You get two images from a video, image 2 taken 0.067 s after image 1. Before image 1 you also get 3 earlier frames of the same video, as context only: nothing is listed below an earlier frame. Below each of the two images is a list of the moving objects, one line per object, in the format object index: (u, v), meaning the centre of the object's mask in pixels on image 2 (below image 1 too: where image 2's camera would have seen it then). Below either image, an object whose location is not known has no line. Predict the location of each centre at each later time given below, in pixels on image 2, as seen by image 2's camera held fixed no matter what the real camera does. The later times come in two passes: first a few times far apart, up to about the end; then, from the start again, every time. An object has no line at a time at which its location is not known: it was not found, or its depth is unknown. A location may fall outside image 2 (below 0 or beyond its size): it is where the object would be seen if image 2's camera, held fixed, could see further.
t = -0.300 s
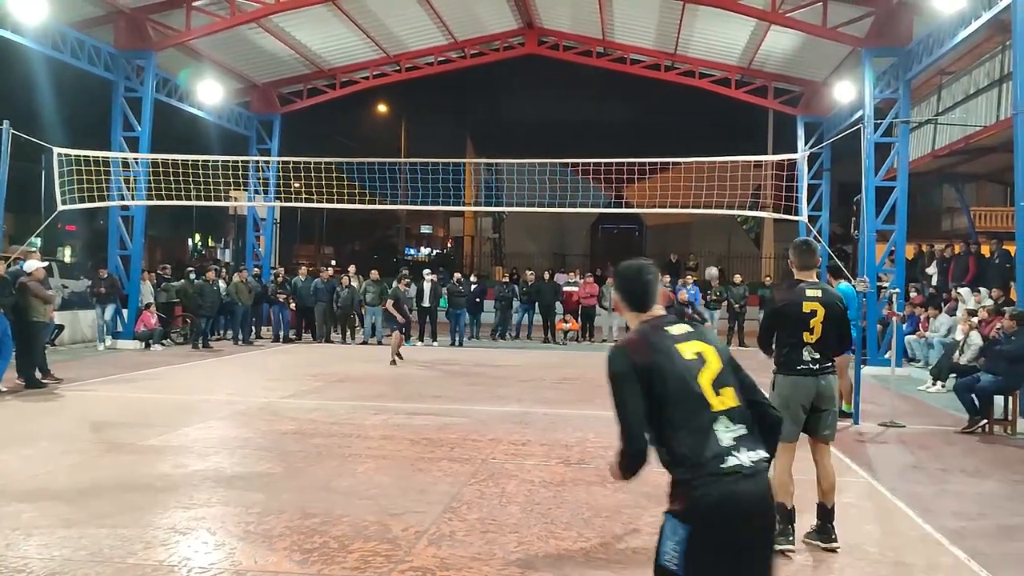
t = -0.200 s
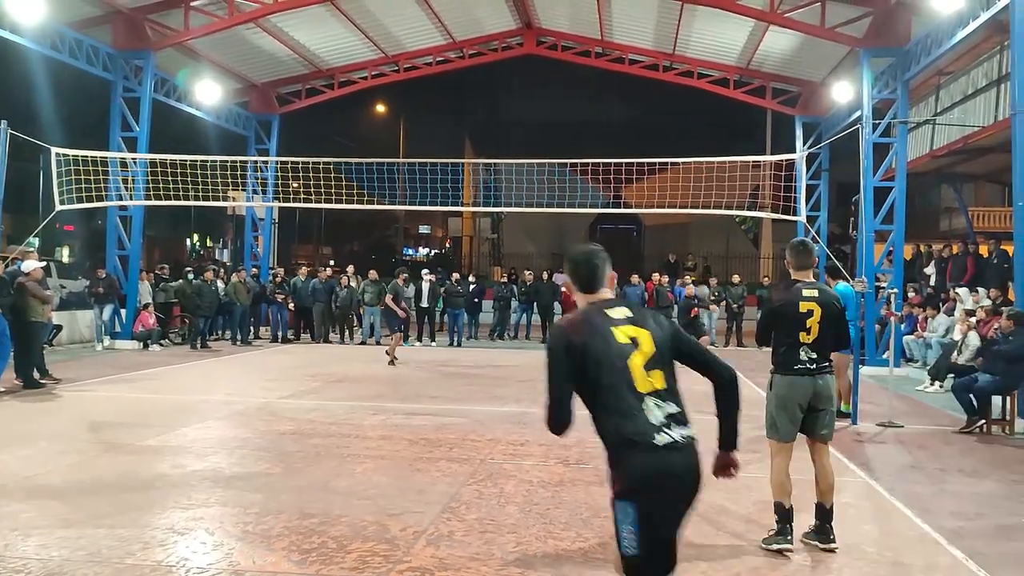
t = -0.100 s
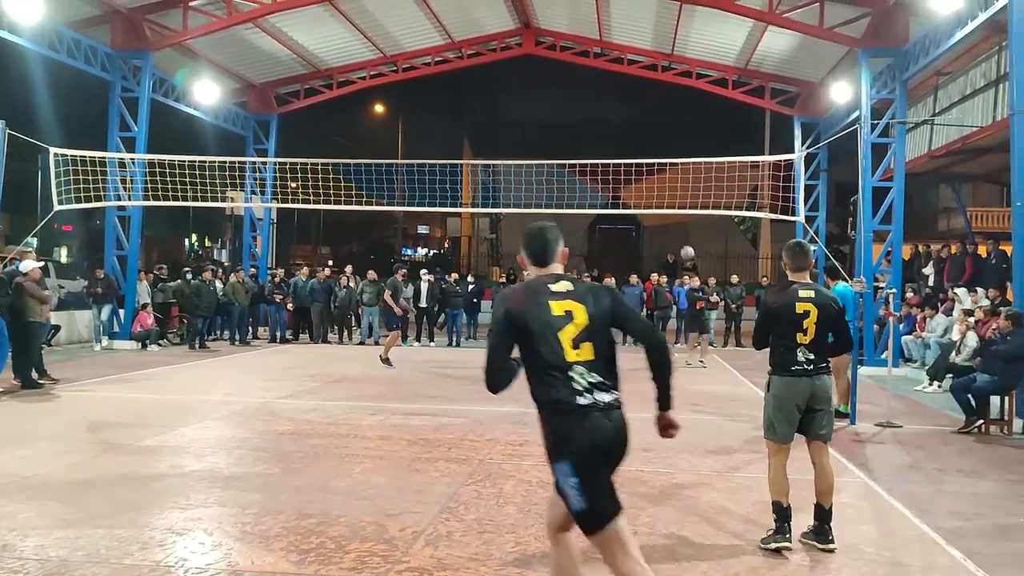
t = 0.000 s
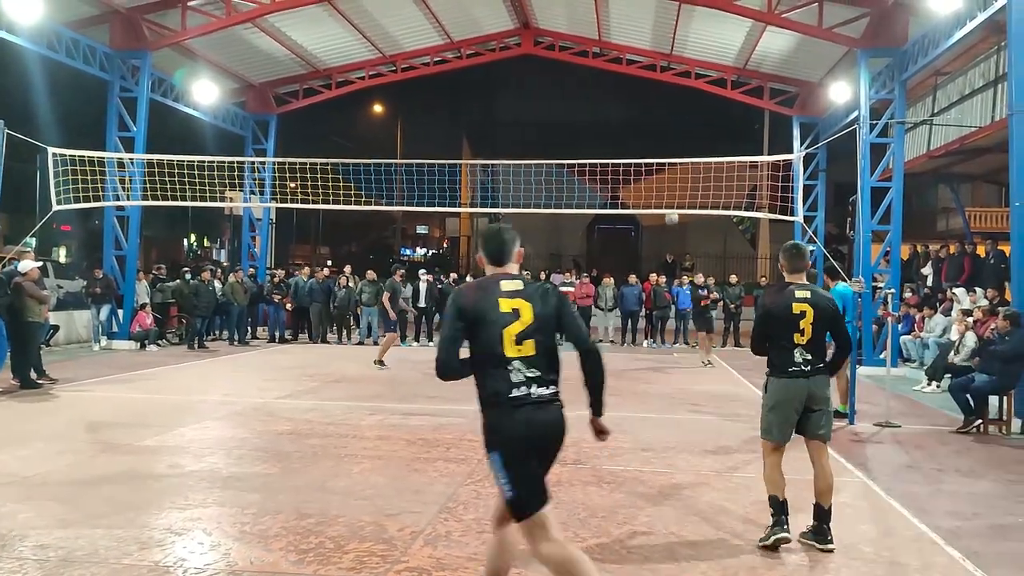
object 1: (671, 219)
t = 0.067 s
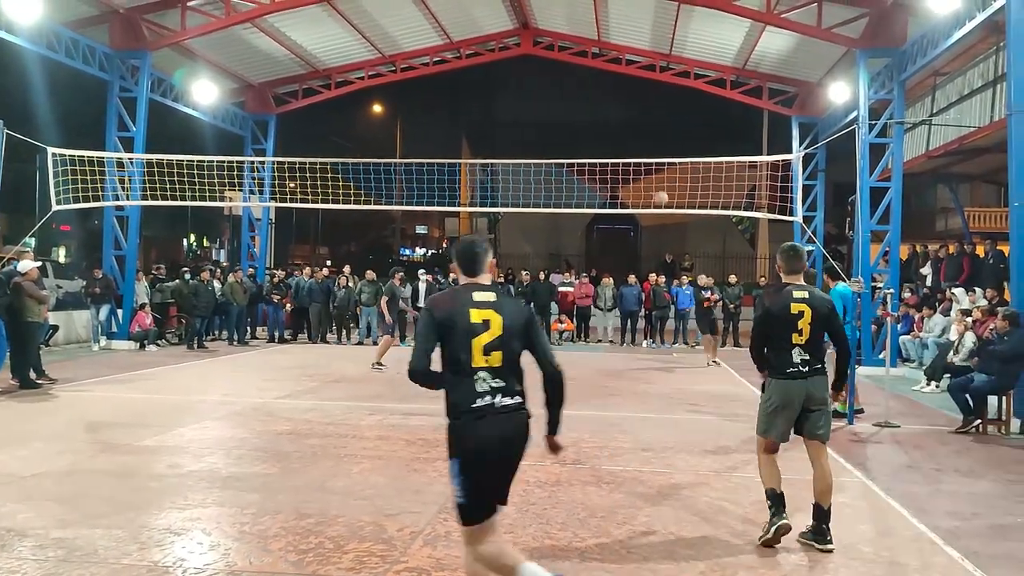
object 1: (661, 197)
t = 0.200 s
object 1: (639, 164)
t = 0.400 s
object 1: (606, 131)
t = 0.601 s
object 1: (570, 121)
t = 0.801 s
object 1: (531, 136)
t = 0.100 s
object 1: (656, 188)
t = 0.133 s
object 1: (650, 179)
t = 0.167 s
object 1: (645, 170)
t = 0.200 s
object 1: (639, 164)
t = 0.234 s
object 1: (634, 155)
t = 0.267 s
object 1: (629, 150)
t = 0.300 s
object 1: (623, 144)
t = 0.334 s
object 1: (617, 139)
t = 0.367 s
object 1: (612, 135)
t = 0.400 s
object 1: (606, 131)
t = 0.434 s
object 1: (600, 127)
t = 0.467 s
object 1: (594, 125)
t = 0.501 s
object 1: (588, 123)
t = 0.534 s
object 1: (582, 122)
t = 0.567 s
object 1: (576, 121)
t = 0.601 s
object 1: (570, 121)
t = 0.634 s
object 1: (563, 122)
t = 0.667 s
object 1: (557, 123)
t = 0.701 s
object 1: (551, 125)
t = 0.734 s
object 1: (544, 128)
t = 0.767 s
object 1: (538, 132)
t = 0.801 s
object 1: (531, 136)
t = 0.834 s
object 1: (524, 141)
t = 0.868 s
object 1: (517, 147)
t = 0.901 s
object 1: (511, 153)
